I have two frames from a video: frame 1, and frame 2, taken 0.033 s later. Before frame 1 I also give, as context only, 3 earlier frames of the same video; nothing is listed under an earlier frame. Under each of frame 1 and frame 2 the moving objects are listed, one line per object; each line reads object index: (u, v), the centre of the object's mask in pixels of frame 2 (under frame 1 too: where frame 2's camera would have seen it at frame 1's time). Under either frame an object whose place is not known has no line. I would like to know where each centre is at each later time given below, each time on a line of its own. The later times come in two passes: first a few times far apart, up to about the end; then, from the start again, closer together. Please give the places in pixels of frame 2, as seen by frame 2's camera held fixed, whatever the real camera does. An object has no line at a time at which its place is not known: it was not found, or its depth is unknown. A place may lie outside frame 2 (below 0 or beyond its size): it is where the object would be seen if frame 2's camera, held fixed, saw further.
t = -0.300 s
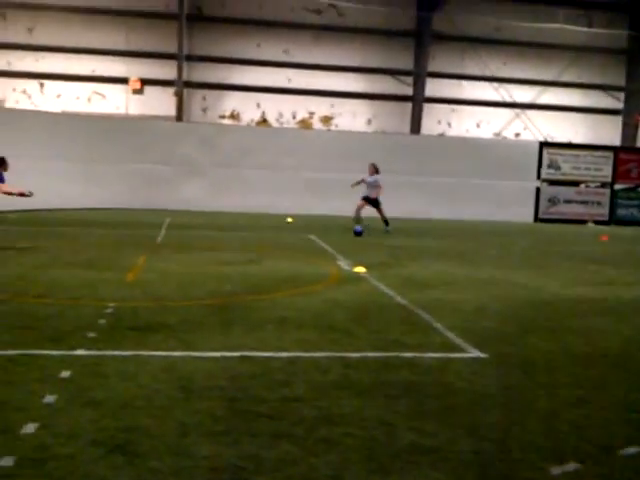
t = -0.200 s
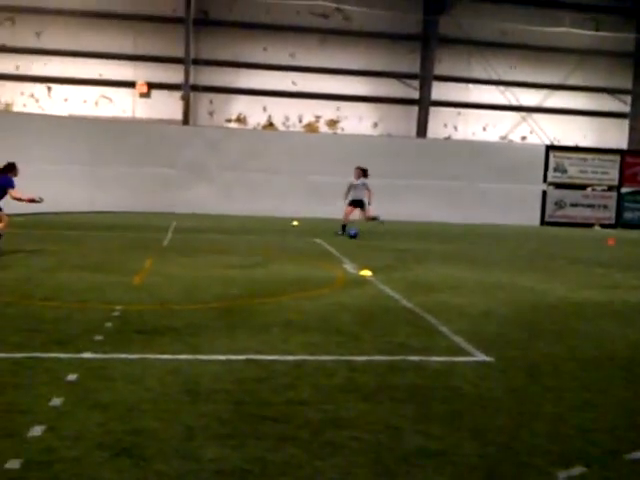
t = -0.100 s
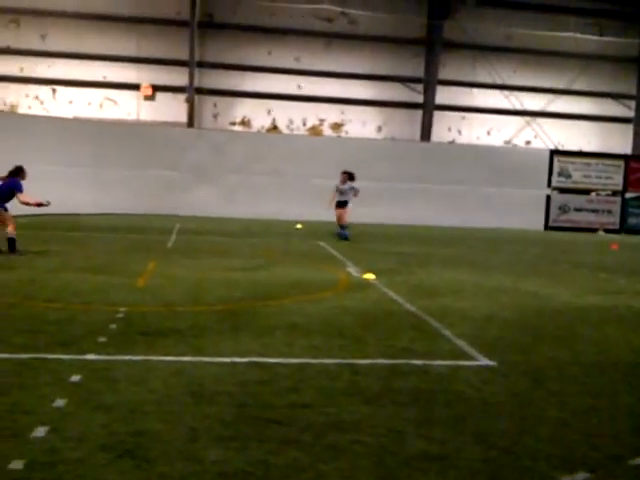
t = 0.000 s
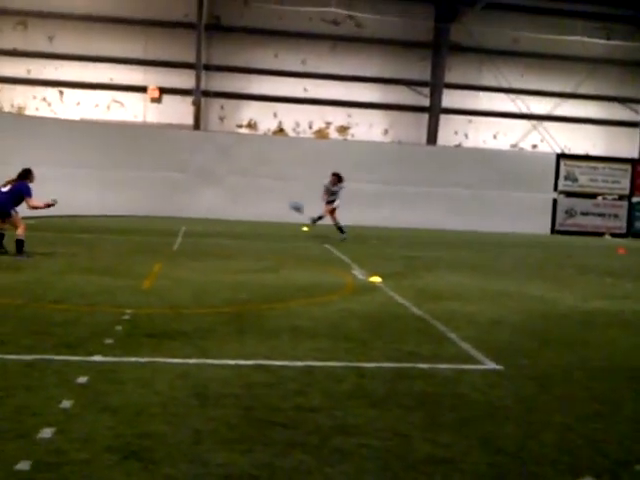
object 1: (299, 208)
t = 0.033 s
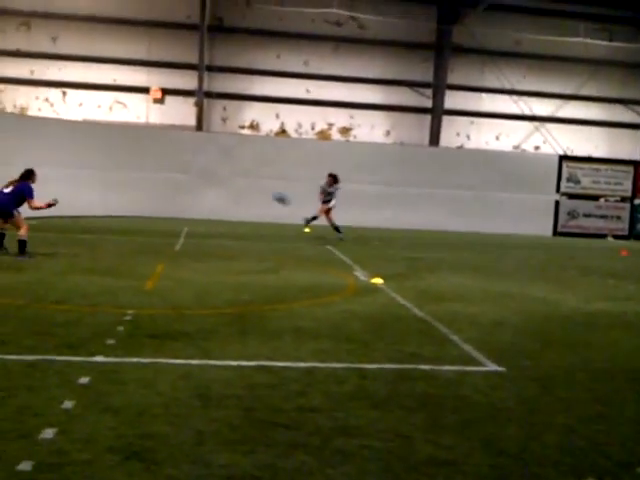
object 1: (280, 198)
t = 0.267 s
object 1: (128, 129)
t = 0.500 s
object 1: (-82, 60)
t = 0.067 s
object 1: (261, 188)
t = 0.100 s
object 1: (242, 179)
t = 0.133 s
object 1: (220, 168)
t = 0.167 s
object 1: (198, 160)
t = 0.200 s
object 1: (177, 149)
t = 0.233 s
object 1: (153, 139)
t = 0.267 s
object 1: (128, 129)
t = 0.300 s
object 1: (102, 119)
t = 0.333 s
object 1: (74, 108)
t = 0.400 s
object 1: (16, 87)
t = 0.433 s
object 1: (-13, 78)
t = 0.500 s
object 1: (-82, 60)
